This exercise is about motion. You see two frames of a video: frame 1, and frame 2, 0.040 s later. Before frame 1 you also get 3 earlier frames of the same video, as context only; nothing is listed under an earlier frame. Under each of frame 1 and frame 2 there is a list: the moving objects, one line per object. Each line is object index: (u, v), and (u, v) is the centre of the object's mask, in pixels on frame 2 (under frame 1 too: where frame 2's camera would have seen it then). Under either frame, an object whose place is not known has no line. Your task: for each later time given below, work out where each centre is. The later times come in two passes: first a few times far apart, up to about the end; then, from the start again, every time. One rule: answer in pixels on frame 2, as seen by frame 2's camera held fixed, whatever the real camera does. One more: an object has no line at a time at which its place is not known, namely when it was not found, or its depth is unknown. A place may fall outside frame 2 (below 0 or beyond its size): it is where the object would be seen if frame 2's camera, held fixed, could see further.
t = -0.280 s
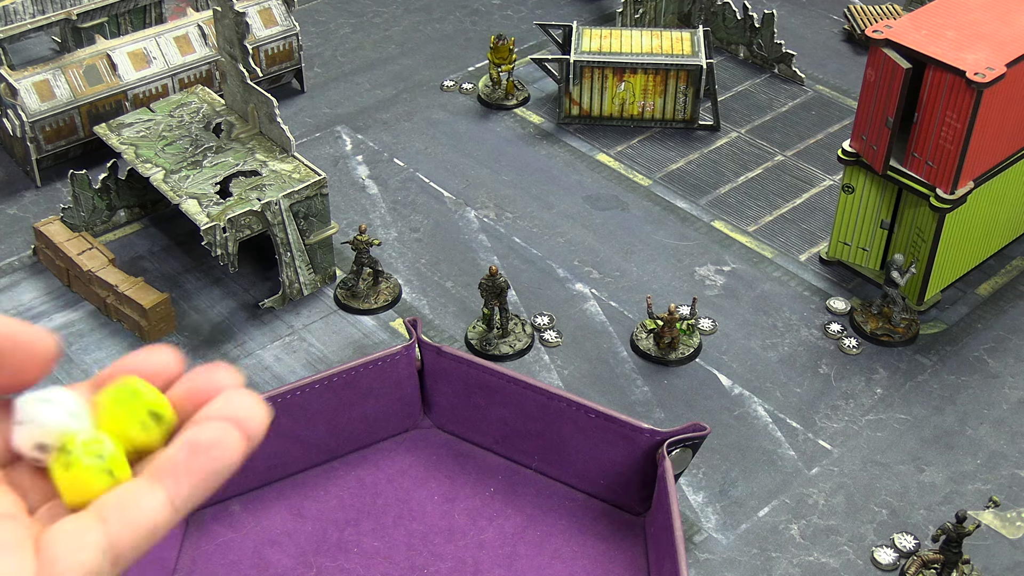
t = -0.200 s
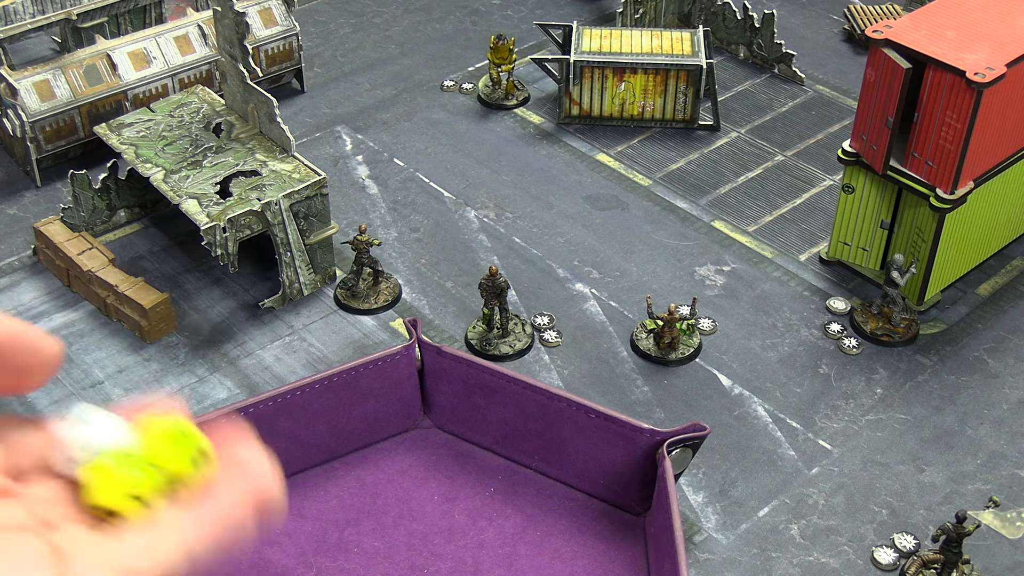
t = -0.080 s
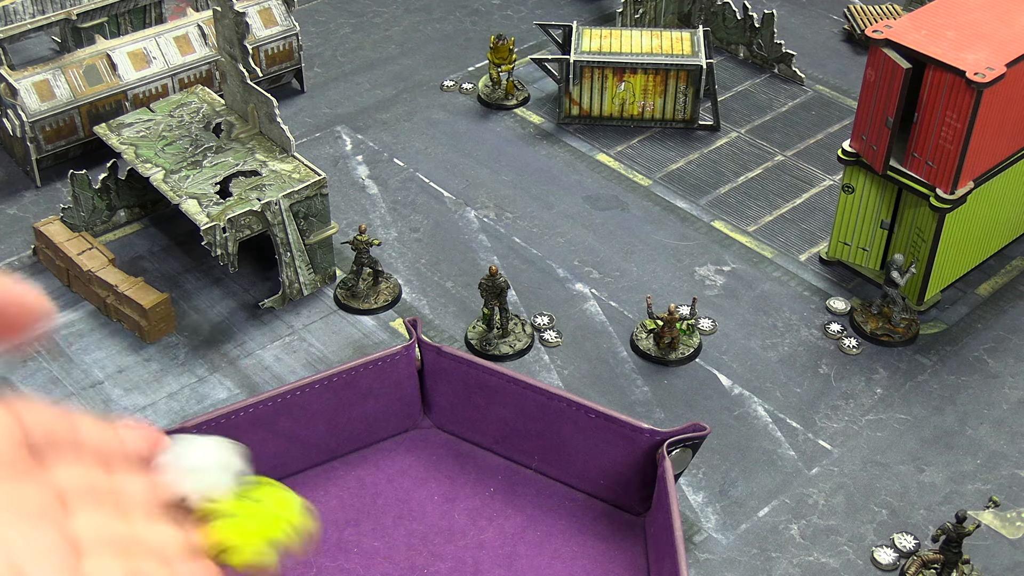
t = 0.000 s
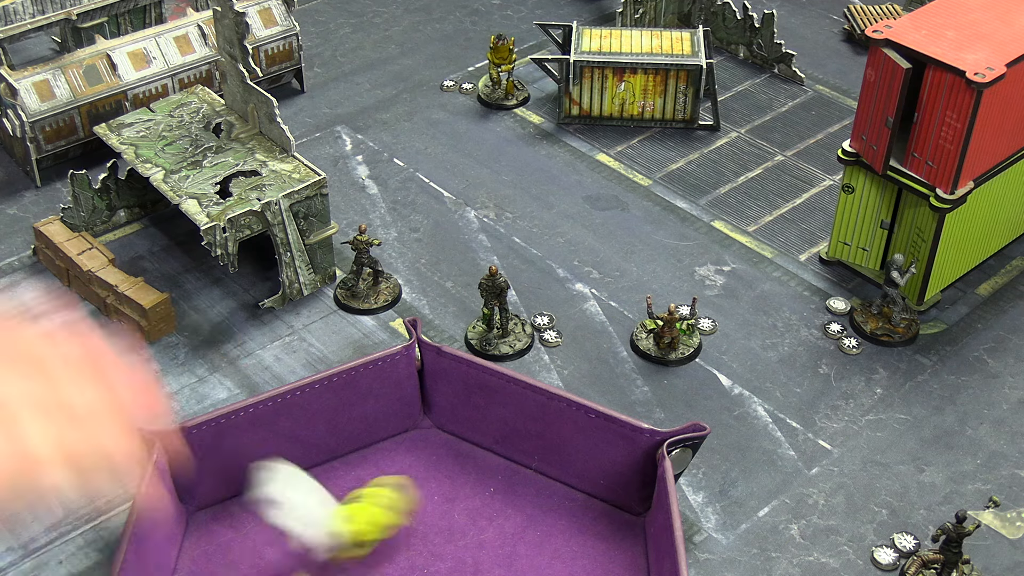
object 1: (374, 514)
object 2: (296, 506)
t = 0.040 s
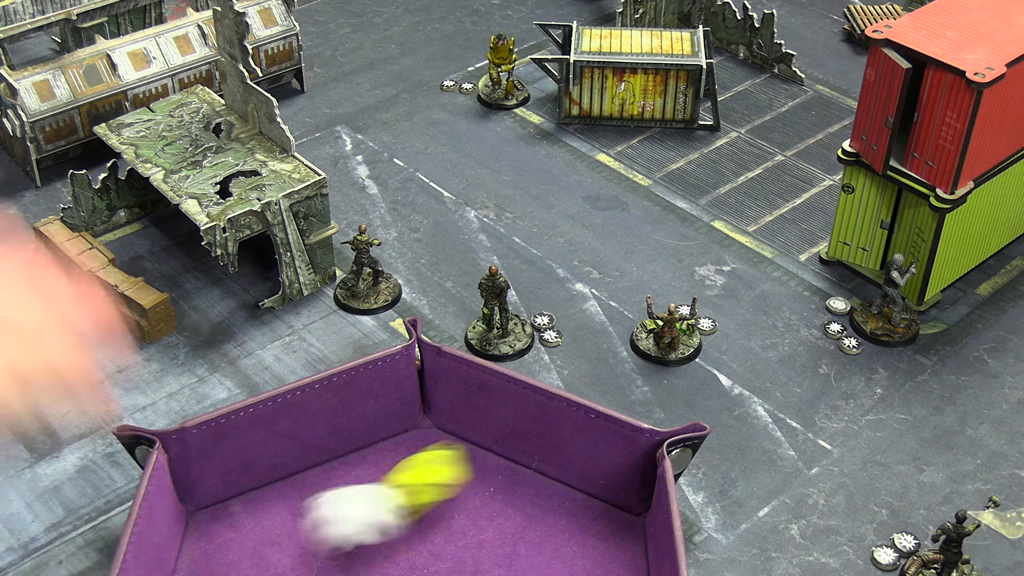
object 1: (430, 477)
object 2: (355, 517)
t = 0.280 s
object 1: (551, 505)
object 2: (609, 526)
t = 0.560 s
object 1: (526, 539)
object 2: (615, 526)
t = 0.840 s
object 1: (531, 539)
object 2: (615, 526)
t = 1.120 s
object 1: (531, 539)
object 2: (615, 526)
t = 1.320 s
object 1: (530, 539)
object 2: (614, 526)
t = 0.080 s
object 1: (476, 451)
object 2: (419, 505)
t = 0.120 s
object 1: (500, 451)
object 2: (484, 500)
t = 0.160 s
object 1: (519, 460)
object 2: (546, 511)
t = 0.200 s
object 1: (536, 480)
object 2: (602, 514)
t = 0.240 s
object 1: (547, 496)
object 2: (616, 519)
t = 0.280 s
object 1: (551, 505)
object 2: (609, 526)
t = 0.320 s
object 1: (547, 514)
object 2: (613, 525)
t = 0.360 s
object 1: (543, 524)
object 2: (619, 525)
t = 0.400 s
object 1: (541, 532)
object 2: (615, 526)
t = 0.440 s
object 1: (542, 541)
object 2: (611, 526)
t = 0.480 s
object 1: (541, 543)
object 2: (612, 526)
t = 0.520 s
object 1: (533, 542)
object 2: (615, 526)
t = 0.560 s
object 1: (526, 539)
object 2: (615, 526)
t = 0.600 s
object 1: (530, 538)
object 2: (614, 526)
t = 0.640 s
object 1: (534, 539)
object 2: (615, 526)
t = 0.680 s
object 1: (531, 539)
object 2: (615, 526)
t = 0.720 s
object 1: (532, 539)
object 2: (615, 526)
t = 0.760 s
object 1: (531, 539)
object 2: (615, 526)
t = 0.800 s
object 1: (531, 539)
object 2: (615, 526)
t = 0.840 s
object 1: (531, 539)
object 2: (615, 526)
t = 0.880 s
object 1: (531, 539)
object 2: (615, 526)
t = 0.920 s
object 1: (531, 539)
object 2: (615, 526)
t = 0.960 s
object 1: (531, 539)
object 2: (615, 526)
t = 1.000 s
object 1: (531, 539)
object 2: (615, 526)
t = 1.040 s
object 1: (531, 539)
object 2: (615, 526)
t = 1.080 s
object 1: (531, 539)
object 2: (615, 526)
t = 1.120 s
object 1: (531, 539)
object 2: (615, 526)
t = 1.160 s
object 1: (531, 539)
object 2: (615, 526)
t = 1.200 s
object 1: (531, 539)
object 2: (615, 526)
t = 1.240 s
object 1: (531, 539)
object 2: (615, 526)
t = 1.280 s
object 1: (531, 539)
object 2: (615, 526)
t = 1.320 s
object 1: (530, 539)
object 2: (614, 526)
